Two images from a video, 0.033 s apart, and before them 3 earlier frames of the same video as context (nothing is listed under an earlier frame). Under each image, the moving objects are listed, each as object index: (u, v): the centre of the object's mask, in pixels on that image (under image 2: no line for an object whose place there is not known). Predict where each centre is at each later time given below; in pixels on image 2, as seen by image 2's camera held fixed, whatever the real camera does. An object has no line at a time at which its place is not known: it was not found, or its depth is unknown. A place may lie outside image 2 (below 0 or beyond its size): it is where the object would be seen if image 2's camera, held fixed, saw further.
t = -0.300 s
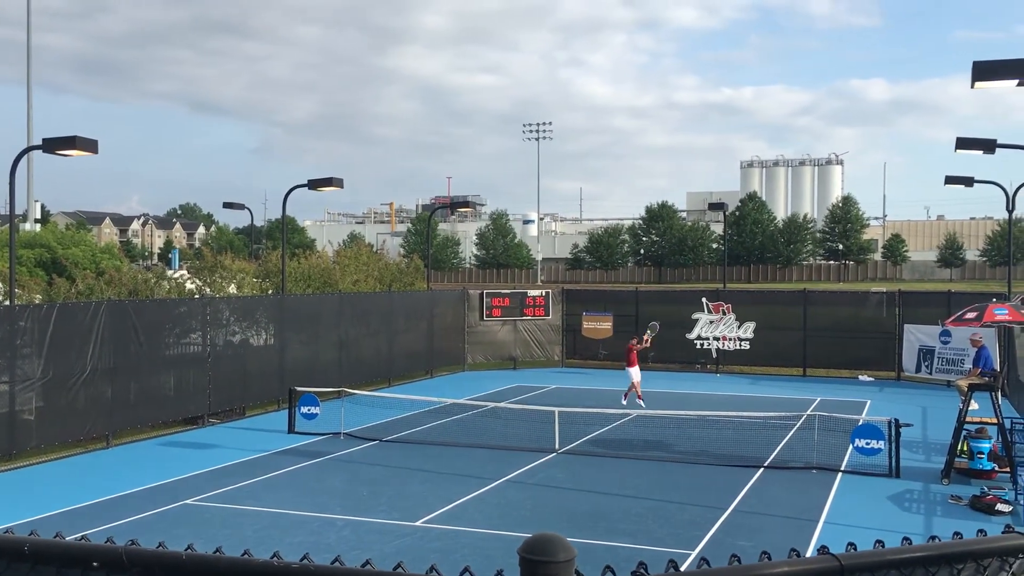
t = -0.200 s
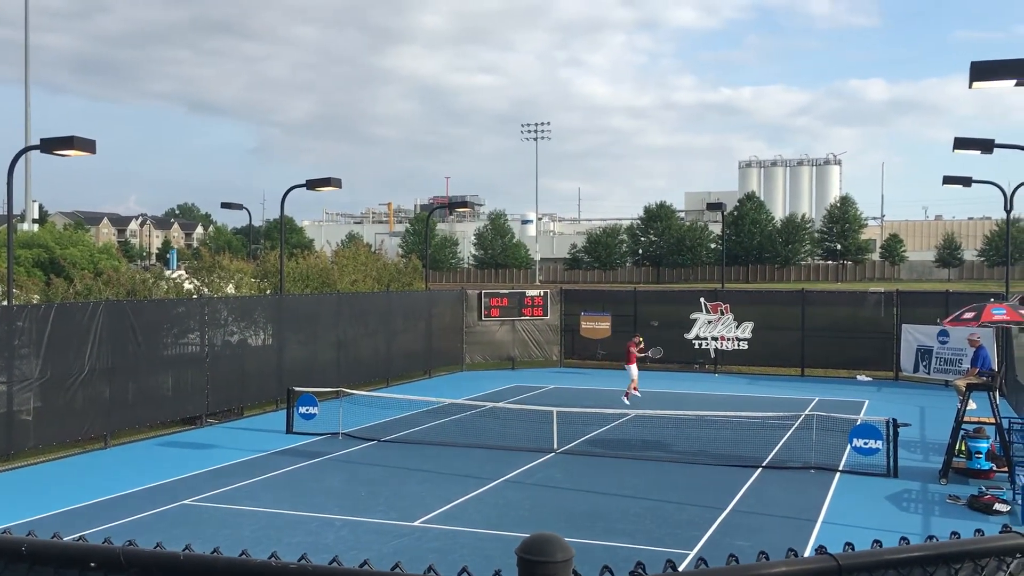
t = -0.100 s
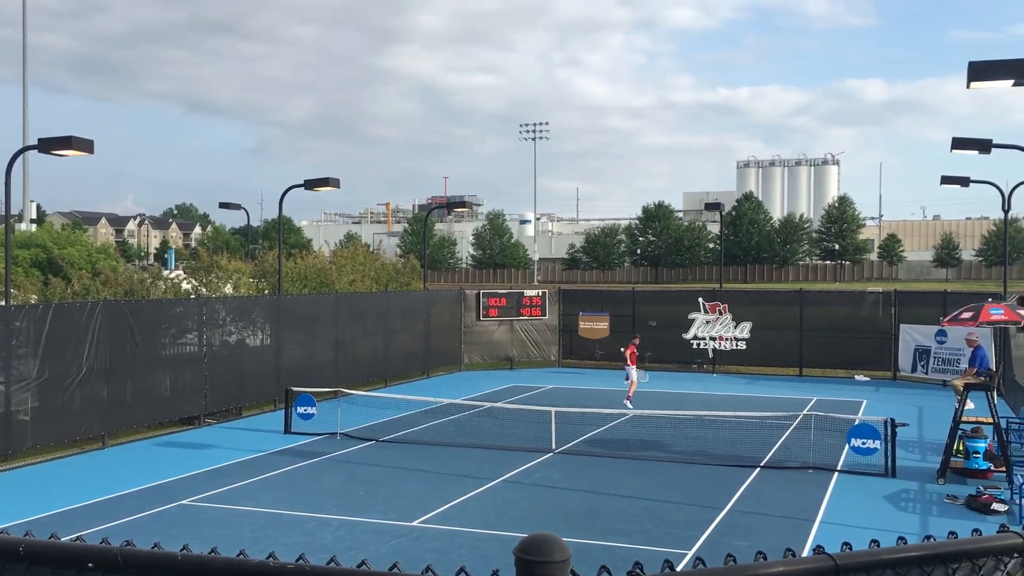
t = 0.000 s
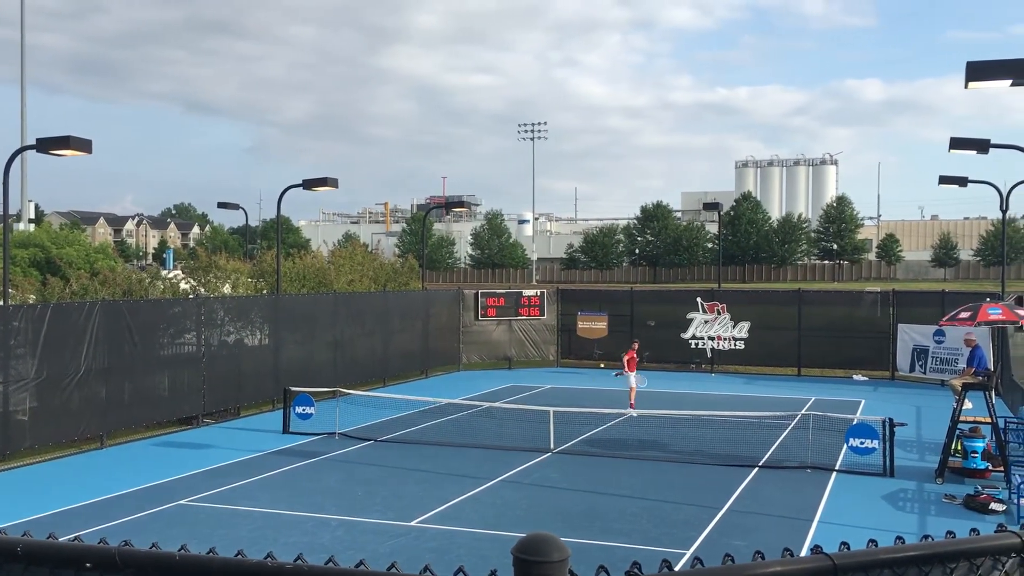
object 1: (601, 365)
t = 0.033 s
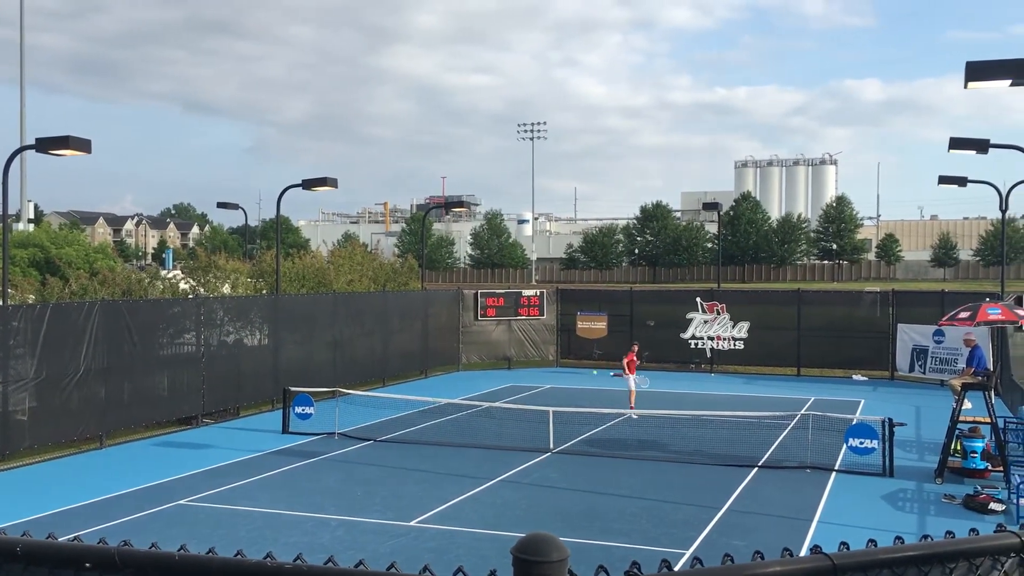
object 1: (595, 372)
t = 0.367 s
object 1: (506, 502)
